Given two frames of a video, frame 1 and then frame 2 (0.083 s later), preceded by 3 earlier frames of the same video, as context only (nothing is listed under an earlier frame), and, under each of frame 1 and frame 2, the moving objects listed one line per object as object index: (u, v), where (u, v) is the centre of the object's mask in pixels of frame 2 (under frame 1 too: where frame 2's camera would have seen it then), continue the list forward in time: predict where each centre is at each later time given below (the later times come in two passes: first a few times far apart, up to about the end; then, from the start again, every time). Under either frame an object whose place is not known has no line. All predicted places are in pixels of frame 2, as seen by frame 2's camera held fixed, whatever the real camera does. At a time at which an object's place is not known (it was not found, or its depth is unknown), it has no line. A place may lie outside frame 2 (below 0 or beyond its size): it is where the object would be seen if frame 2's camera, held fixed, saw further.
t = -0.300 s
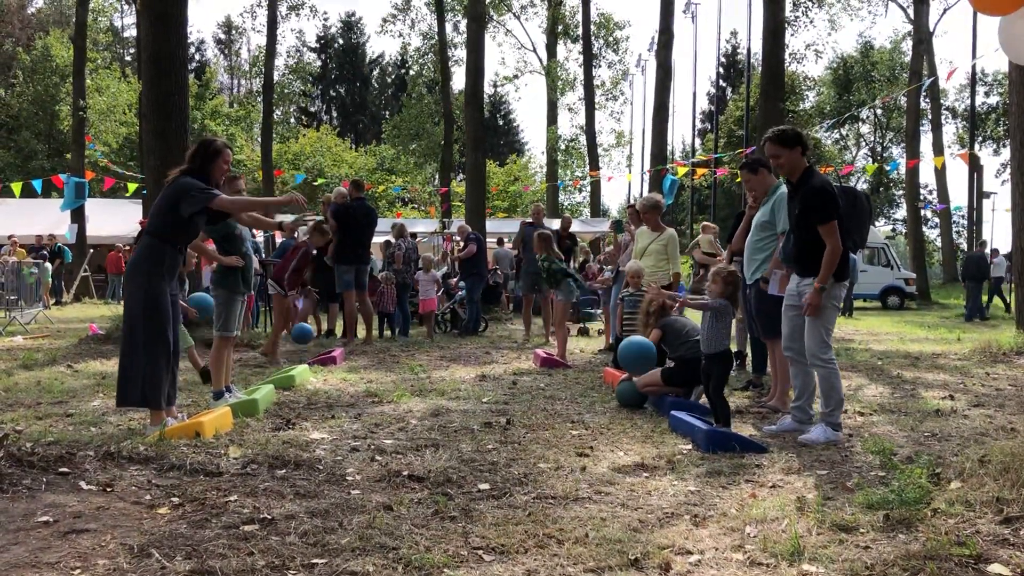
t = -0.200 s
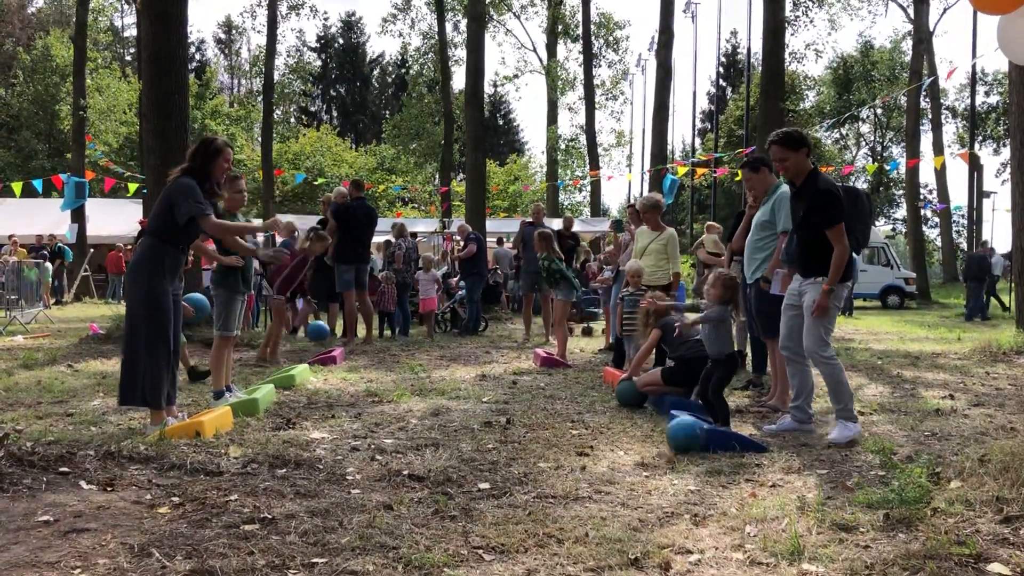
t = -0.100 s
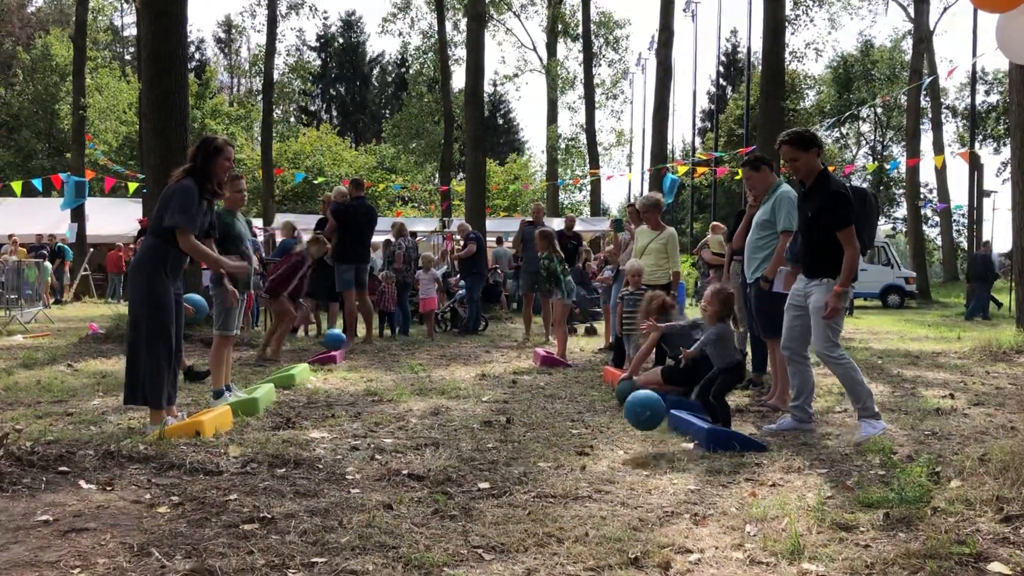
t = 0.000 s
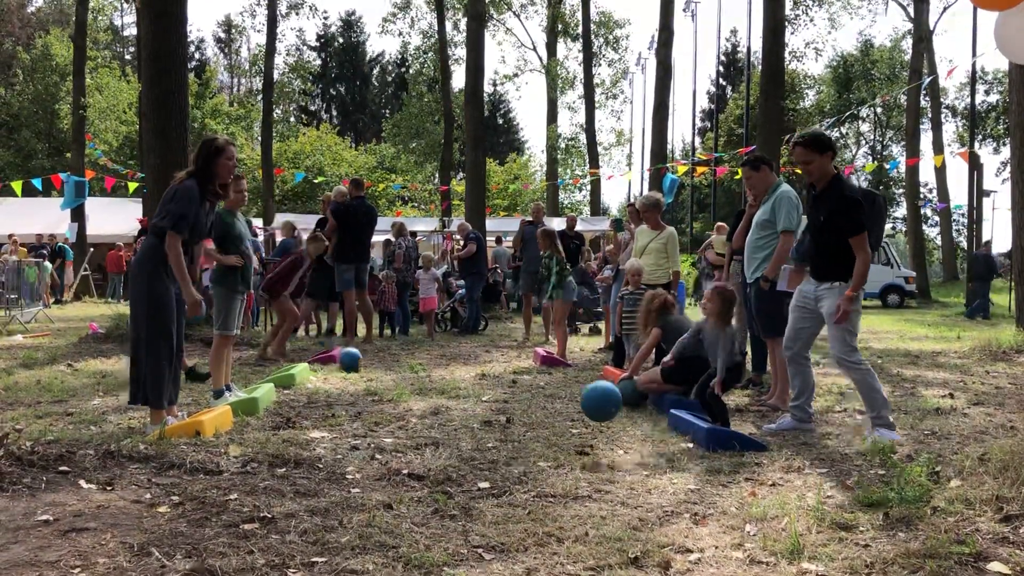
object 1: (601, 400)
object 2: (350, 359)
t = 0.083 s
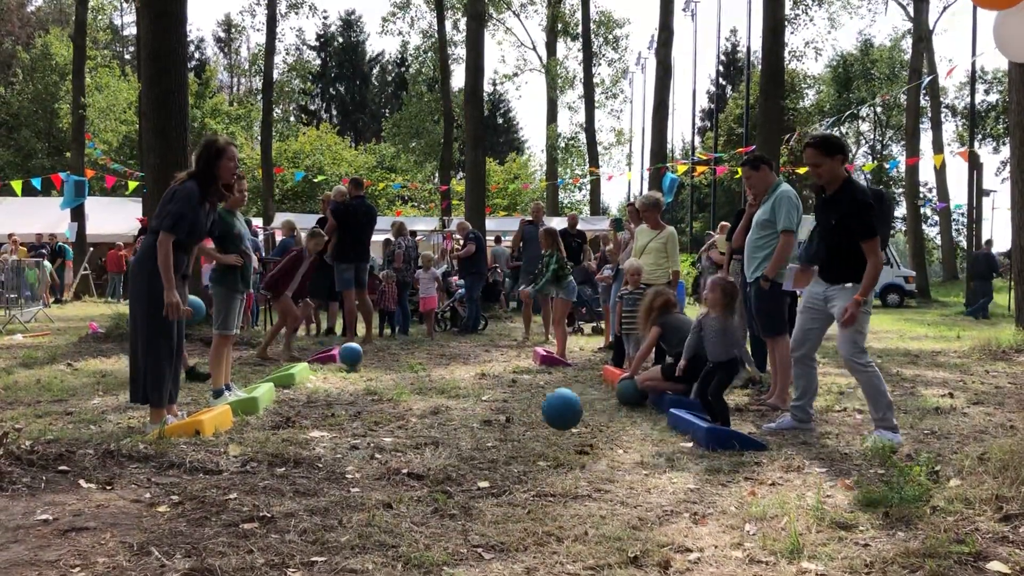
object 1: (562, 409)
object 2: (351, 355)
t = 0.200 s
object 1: (509, 445)
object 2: (350, 353)
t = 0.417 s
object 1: (414, 426)
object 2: (352, 357)
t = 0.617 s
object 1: (323, 440)
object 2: (357, 364)
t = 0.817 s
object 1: (229, 451)
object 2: (356, 366)
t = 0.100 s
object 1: (555, 413)
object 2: (351, 353)
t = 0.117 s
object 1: (547, 417)
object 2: (351, 353)
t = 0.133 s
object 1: (539, 422)
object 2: (350, 352)
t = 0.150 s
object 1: (532, 427)
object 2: (351, 352)
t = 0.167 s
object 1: (524, 433)
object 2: (350, 352)
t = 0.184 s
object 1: (516, 440)
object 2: (350, 352)
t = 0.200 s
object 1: (509, 445)
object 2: (350, 353)
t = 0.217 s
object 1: (503, 444)
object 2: (350, 353)
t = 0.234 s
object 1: (495, 440)
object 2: (350, 355)
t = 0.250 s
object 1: (488, 436)
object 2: (350, 357)
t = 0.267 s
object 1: (481, 431)
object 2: (350, 359)
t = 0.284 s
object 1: (474, 428)
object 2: (350, 360)
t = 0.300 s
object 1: (467, 426)
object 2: (350, 362)
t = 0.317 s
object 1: (459, 424)
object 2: (350, 363)
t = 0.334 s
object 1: (452, 423)
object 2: (350, 362)
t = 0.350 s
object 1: (444, 422)
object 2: (350, 361)
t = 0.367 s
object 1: (437, 423)
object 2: (351, 360)
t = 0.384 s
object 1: (429, 423)
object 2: (351, 359)
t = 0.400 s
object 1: (421, 424)
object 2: (351, 358)
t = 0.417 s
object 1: (414, 426)
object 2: (352, 357)
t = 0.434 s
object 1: (406, 429)
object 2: (352, 357)
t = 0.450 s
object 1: (398, 432)
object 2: (353, 357)
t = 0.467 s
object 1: (391, 435)
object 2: (353, 357)
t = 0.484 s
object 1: (383, 440)
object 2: (353, 358)
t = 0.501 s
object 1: (375, 445)
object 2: (354, 359)
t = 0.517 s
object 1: (367, 450)
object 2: (355, 360)
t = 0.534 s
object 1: (360, 454)
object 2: (355, 361)
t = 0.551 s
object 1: (353, 451)
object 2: (356, 363)
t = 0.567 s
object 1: (345, 447)
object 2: (356, 364)
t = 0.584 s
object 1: (337, 444)
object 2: (356, 364)
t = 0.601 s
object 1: (331, 442)
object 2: (357, 364)
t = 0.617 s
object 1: (323, 440)
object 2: (357, 364)
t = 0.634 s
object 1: (315, 438)
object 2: (357, 364)
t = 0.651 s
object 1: (307, 438)
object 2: (357, 363)
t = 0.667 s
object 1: (299, 437)
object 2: (357, 363)
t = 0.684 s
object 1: (291, 438)
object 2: (357, 364)
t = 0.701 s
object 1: (284, 439)
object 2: (357, 364)
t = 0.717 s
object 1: (275, 441)
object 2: (357, 364)
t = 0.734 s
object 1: (268, 444)
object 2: (357, 365)
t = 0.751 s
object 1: (260, 447)
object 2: (357, 365)
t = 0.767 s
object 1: (251, 451)
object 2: (357, 366)
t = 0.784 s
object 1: (244, 453)
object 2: (357, 366)
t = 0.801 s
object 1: (236, 453)
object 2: (357, 366)
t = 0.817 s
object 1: (229, 451)
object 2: (356, 366)
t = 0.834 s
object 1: (221, 450)
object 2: (356, 366)
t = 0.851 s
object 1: (214, 449)
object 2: (356, 367)
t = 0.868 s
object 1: (206, 449)
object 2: (356, 367)
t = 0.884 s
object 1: (198, 448)
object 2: (356, 367)
